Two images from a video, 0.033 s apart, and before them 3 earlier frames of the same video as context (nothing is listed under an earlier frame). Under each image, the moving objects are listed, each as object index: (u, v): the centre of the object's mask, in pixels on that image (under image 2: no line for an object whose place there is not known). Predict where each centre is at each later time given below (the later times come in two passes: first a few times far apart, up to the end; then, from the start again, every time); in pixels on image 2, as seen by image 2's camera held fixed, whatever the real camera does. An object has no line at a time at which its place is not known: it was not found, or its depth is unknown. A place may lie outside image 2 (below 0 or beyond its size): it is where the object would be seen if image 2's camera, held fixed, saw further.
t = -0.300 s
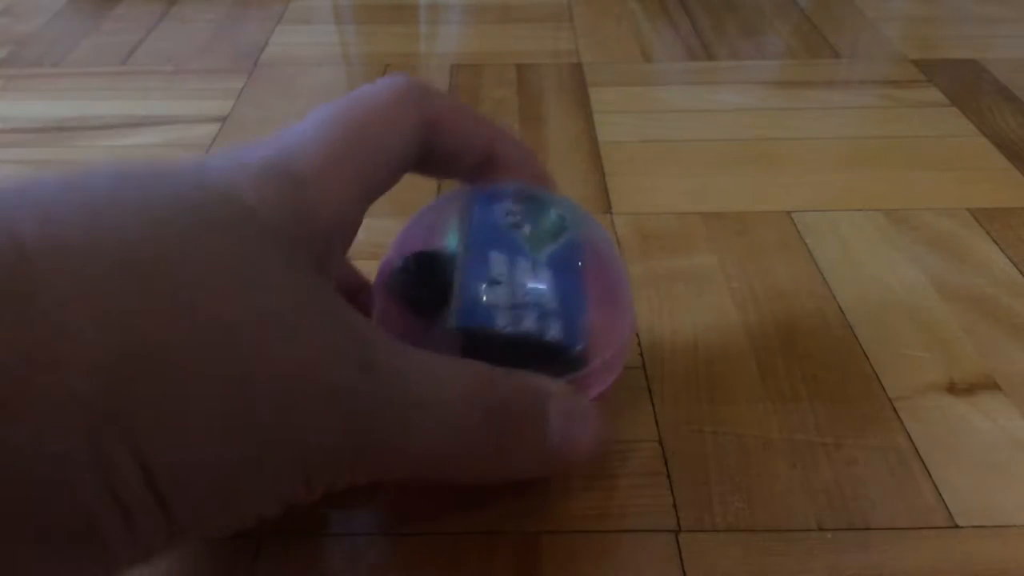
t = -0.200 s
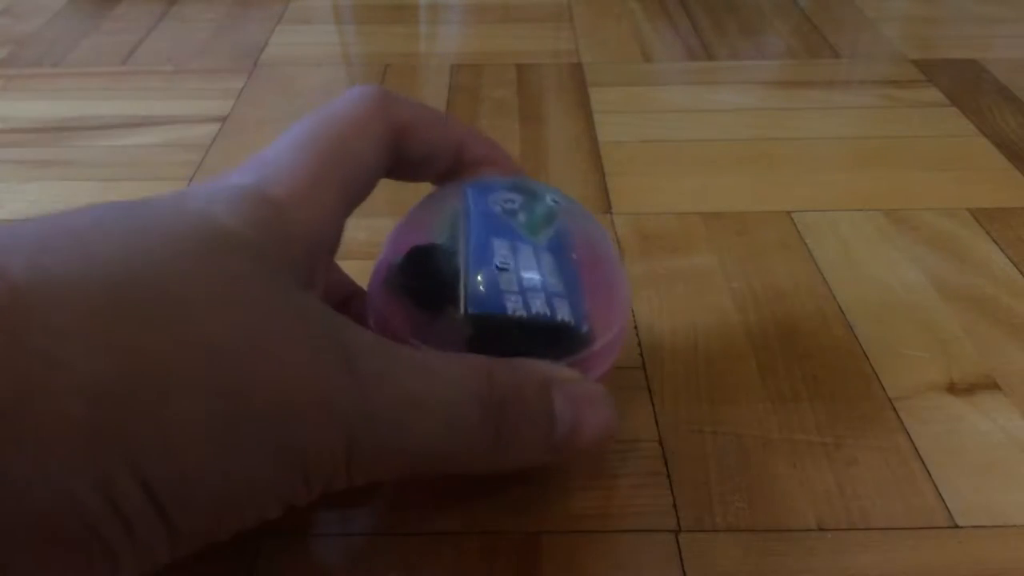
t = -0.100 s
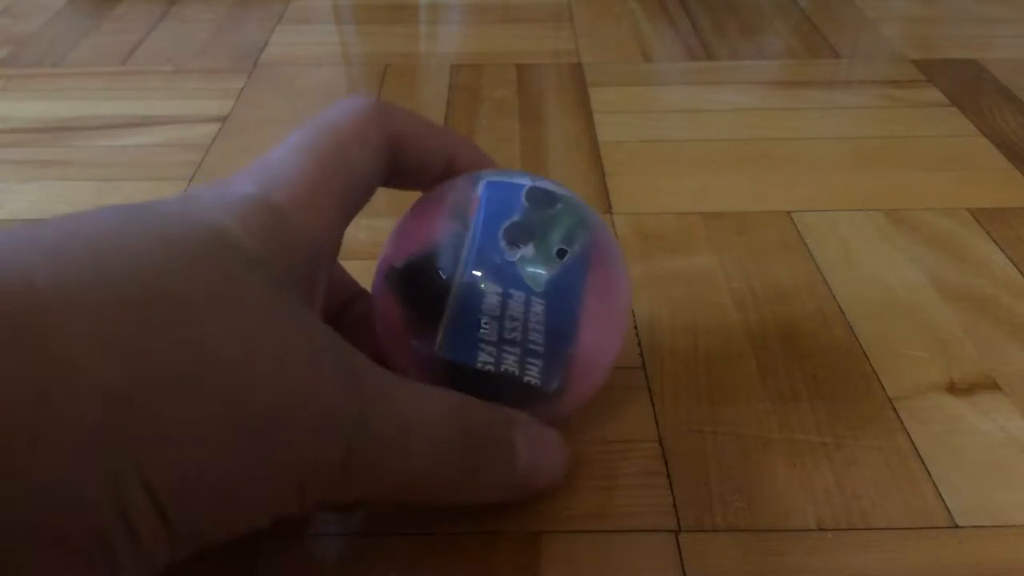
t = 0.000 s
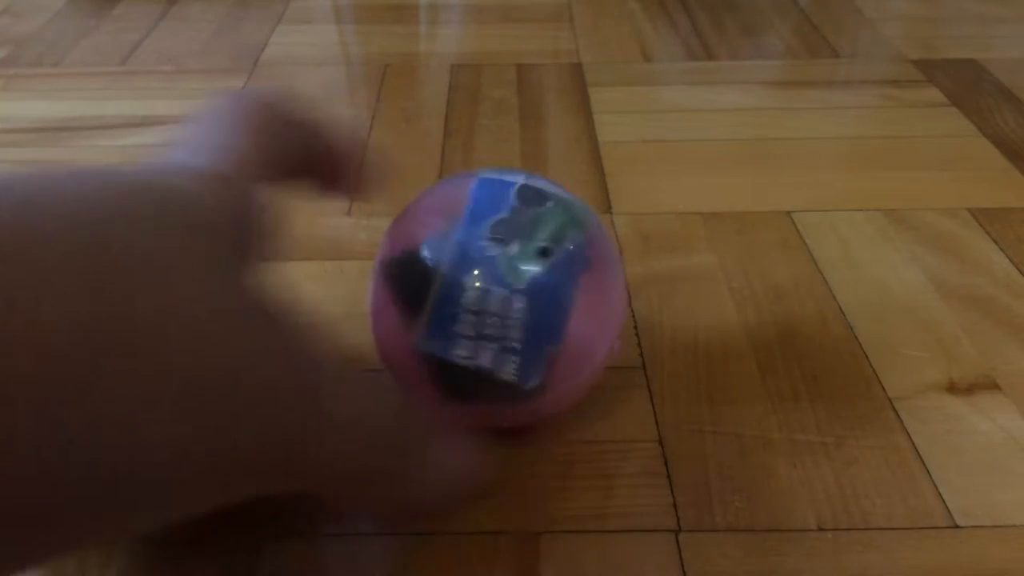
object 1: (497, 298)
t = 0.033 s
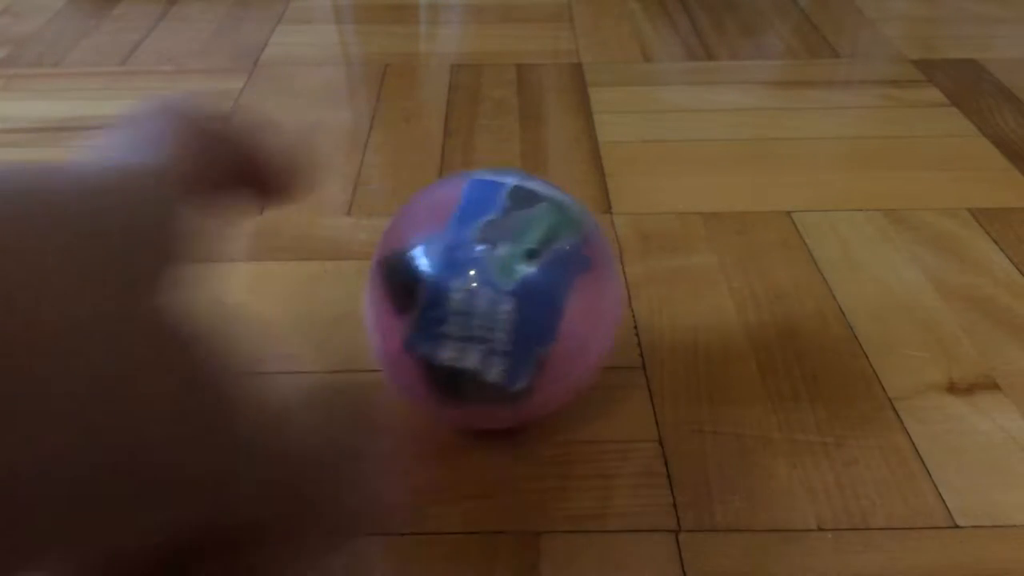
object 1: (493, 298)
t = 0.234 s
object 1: (420, 314)
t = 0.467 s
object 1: (213, 349)
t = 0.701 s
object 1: (78, 364)
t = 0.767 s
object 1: (67, 368)
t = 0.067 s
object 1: (486, 299)
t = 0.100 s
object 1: (476, 301)
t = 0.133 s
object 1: (465, 304)
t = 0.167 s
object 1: (453, 306)
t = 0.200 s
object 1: (438, 310)
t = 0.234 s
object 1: (420, 314)
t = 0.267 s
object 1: (397, 320)
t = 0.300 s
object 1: (371, 326)
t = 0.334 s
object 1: (345, 330)
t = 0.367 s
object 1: (315, 336)
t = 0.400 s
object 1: (282, 341)
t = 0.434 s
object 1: (249, 345)
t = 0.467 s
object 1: (213, 349)
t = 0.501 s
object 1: (178, 352)
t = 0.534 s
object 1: (145, 356)
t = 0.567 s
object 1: (124, 357)
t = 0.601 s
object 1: (109, 359)
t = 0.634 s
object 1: (96, 361)
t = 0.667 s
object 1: (86, 363)
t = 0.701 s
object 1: (78, 364)
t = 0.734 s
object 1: (72, 366)
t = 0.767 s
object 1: (67, 368)
